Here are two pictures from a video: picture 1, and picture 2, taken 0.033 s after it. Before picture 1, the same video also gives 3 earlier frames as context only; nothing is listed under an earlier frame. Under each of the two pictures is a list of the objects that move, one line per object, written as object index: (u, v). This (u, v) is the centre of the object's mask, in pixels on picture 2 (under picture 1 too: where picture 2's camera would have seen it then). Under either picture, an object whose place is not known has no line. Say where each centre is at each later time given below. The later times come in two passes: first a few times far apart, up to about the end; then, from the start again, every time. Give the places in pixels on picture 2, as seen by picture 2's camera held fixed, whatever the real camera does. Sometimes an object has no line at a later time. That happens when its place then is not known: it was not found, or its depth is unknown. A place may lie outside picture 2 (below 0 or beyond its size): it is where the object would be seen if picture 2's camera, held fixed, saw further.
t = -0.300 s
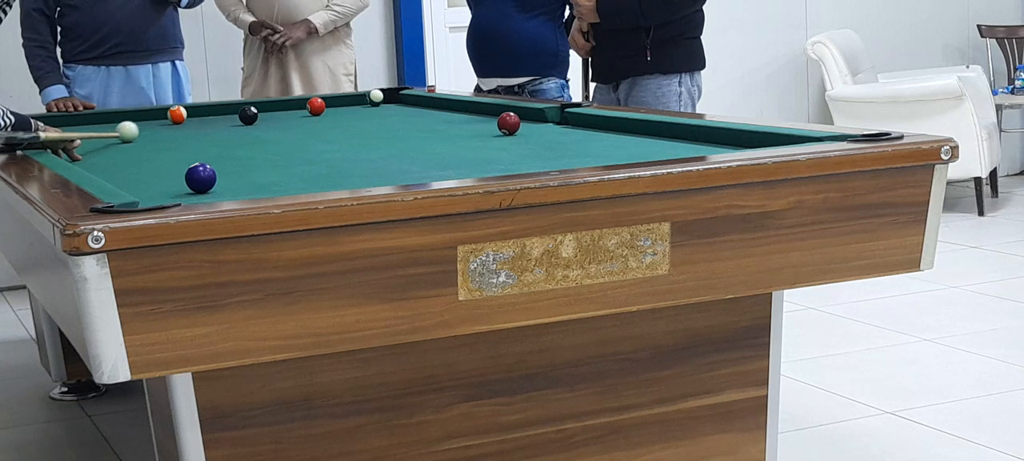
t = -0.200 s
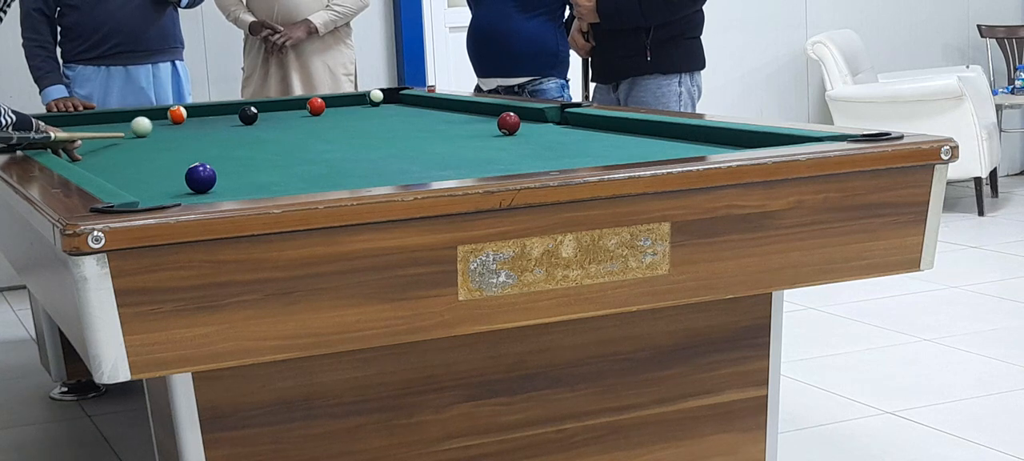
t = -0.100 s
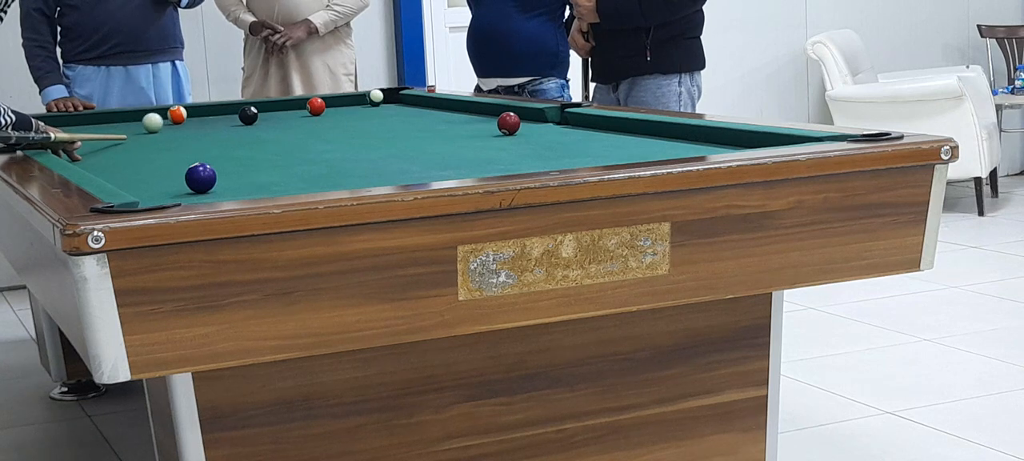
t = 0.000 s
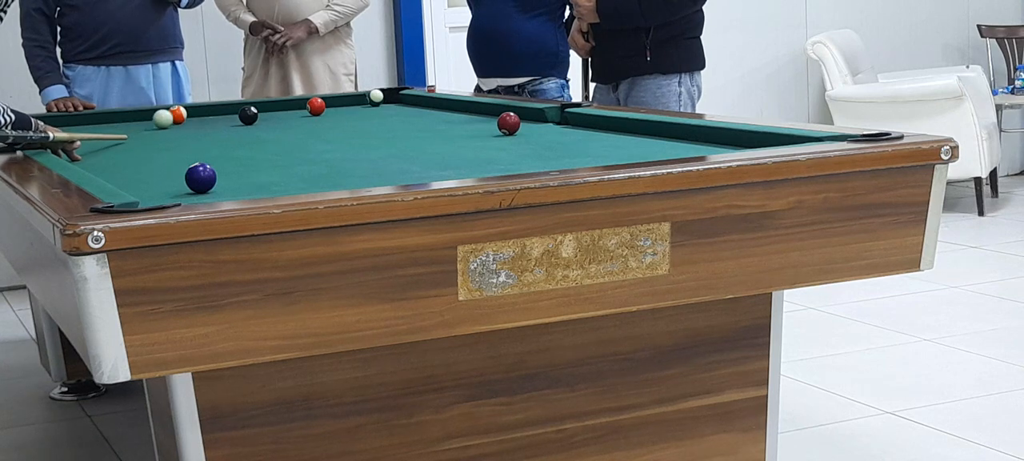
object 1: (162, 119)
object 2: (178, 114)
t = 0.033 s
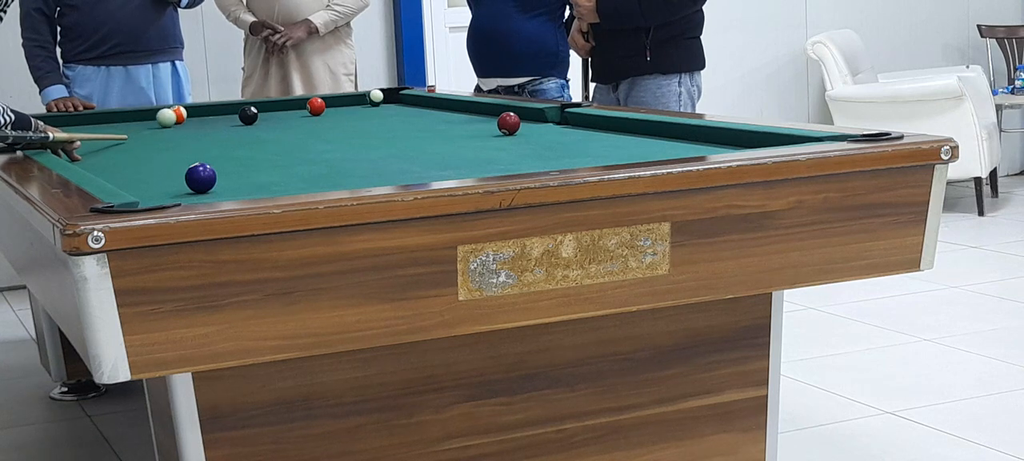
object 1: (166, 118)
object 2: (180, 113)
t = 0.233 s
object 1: (168, 115)
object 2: (190, 111)
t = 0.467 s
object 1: (167, 113)
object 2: (212, 109)
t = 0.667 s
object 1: (166, 112)
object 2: (232, 109)
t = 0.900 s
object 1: (165, 111)
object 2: (259, 108)
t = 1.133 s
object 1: (168, 111)
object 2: (280, 109)
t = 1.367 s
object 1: (172, 112)
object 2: (303, 110)
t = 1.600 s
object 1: (175, 112)
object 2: (325, 110)
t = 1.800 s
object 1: (178, 112)
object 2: (343, 110)
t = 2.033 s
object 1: (181, 112)
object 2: (364, 110)
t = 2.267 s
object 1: (183, 112)
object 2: (383, 110)
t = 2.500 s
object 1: (185, 112)
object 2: (401, 110)
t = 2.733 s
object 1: (185, 112)
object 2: (419, 110)
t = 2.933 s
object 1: (186, 112)
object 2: (432, 110)
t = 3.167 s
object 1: (186, 112)
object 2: (447, 110)
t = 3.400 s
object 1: (186, 112)
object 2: (460, 110)
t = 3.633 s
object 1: (186, 112)
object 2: (472, 110)
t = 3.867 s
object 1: (186, 112)
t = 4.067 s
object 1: (186, 112)
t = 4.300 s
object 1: (186, 112)
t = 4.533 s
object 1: (186, 112)
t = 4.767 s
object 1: (186, 112)
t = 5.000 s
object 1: (186, 112)
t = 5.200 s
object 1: (186, 112)
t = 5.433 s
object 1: (186, 112)
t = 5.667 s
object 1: (186, 112)
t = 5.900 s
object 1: (186, 112)
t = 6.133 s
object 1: (183, 112)
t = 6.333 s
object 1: (186, 112)
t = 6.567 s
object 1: (186, 112)
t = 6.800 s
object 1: (186, 112)
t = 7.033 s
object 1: (186, 112)
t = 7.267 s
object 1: (186, 112)
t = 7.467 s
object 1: (186, 112)
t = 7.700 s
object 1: (186, 112)
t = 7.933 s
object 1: (186, 112)
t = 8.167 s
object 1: (186, 112)
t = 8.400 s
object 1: (186, 112)
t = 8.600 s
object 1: (186, 112)
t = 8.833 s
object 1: (186, 112)
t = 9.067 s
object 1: (186, 112)
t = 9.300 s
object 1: (186, 112)
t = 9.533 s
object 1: (186, 112)
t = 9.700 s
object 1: (186, 112)
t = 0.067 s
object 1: (169, 116)
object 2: (181, 113)
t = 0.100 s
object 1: (170, 116)
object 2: (182, 112)
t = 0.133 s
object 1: (169, 116)
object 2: (184, 112)
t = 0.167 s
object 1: (169, 116)
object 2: (186, 112)
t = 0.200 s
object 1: (168, 115)
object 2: (188, 111)
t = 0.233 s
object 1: (168, 115)
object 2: (190, 111)
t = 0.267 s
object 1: (168, 115)
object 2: (193, 110)
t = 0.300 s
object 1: (168, 115)
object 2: (196, 110)
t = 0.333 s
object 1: (167, 114)
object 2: (198, 109)
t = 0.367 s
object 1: (167, 114)
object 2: (201, 109)
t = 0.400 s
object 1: (167, 114)
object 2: (205, 109)
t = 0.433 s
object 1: (167, 114)
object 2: (208, 109)
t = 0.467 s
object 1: (167, 113)
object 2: (212, 109)
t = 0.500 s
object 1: (166, 113)
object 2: (216, 109)
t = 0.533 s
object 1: (166, 113)
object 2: (219, 109)
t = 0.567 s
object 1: (166, 113)
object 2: (223, 109)
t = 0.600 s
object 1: (166, 113)
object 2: (226, 109)
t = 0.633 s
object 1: (166, 113)
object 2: (229, 109)
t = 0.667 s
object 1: (166, 112)
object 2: (232, 109)
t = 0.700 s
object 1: (165, 112)
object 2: (235, 108)
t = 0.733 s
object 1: (165, 112)
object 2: (238, 107)
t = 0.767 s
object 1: (165, 112)
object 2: (241, 106)
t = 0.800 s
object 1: (165, 112)
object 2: (245, 104)
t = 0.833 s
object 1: (165, 111)
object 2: (252, 105)
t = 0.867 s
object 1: (165, 111)
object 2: (256, 106)
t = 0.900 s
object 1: (165, 111)
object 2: (259, 108)
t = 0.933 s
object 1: (165, 111)
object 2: (262, 108)
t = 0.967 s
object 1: (165, 111)
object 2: (264, 109)
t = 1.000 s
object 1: (166, 111)
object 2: (267, 109)
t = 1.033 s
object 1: (166, 111)
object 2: (270, 109)
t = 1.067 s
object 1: (167, 111)
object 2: (274, 109)
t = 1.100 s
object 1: (168, 111)
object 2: (277, 109)
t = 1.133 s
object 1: (168, 111)
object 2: (280, 109)
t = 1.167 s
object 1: (169, 111)
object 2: (283, 109)
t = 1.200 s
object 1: (169, 111)
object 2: (287, 110)
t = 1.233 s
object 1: (170, 111)
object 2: (290, 110)
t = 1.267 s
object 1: (171, 111)
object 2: (293, 110)
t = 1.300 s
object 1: (171, 111)
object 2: (296, 109)
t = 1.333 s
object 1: (171, 112)
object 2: (300, 109)
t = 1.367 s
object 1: (172, 112)
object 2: (303, 110)
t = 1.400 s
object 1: (173, 112)
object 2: (306, 110)
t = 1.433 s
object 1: (173, 112)
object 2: (309, 110)
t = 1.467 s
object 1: (174, 112)
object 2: (312, 110)
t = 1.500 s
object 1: (174, 112)
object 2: (316, 110)
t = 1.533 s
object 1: (174, 112)
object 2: (319, 110)
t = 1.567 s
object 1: (175, 112)
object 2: (322, 110)
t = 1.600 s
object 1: (175, 112)
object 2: (325, 110)
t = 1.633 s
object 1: (176, 112)
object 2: (329, 110)
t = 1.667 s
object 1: (176, 112)
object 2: (332, 110)
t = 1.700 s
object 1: (177, 112)
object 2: (334, 110)
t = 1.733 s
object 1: (177, 112)
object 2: (338, 110)
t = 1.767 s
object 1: (178, 112)
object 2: (340, 110)
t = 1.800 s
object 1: (178, 112)
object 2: (343, 110)
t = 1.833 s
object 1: (178, 112)
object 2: (346, 110)
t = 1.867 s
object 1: (179, 112)
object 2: (349, 110)
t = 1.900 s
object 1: (179, 112)
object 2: (352, 110)
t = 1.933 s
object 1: (180, 112)
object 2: (355, 110)
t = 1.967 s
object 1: (180, 112)
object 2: (358, 110)
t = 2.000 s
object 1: (181, 112)
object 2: (361, 110)
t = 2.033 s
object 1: (181, 112)
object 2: (364, 110)
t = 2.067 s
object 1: (181, 112)
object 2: (366, 110)
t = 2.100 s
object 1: (182, 112)
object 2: (369, 110)
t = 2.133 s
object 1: (182, 112)
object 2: (372, 110)
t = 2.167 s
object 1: (182, 112)
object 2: (375, 110)
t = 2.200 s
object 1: (182, 112)
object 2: (378, 110)
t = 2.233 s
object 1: (183, 112)
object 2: (381, 111)
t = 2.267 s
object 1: (183, 112)
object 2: (383, 110)
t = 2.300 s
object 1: (183, 112)
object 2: (386, 110)
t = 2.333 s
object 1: (184, 112)
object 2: (388, 110)
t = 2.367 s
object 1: (184, 112)
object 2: (391, 110)
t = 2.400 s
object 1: (184, 112)
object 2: (394, 110)
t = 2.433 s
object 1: (185, 112)
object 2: (396, 110)
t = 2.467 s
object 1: (185, 112)
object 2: (399, 110)
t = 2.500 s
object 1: (185, 112)
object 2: (401, 110)
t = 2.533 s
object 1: (185, 112)
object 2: (404, 110)
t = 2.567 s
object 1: (185, 112)
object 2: (406, 110)
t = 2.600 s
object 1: (185, 112)
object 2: (409, 110)
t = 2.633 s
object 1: (185, 112)
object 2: (411, 110)
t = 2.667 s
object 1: (185, 112)
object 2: (414, 110)
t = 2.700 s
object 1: (185, 112)
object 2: (416, 110)
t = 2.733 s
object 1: (185, 112)
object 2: (419, 110)
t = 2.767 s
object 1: (185, 112)
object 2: (421, 110)
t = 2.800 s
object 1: (185, 112)
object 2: (423, 110)
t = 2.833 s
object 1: (186, 112)
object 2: (425, 110)
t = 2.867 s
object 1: (186, 112)
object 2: (428, 110)
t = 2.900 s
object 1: (186, 112)
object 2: (430, 110)
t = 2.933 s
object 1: (186, 112)
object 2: (432, 110)
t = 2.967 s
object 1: (186, 112)
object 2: (434, 110)
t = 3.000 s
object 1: (186, 112)
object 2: (437, 110)
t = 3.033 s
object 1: (186, 112)
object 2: (439, 110)
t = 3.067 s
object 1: (186, 112)
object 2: (441, 110)
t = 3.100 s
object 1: (186, 112)
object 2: (443, 110)
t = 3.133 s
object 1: (186, 112)
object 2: (445, 110)
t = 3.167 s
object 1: (186, 112)
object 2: (447, 110)
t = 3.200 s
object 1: (186, 112)
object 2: (449, 110)
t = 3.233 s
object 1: (186, 112)
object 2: (451, 110)
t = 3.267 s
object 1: (186, 112)
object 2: (453, 110)
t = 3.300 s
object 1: (186, 112)
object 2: (455, 110)
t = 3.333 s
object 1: (186, 112)
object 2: (457, 110)
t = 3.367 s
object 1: (186, 112)
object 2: (458, 110)
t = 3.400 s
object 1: (186, 112)
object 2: (460, 110)
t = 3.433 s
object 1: (186, 112)
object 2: (462, 110)
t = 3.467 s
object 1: (186, 112)
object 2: (464, 110)
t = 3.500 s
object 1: (186, 112)
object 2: (466, 110)
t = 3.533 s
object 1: (186, 112)
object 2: (467, 110)
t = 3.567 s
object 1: (186, 112)
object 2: (469, 110)
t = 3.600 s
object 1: (186, 112)
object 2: (471, 110)
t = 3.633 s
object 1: (186, 112)
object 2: (472, 110)
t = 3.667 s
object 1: (186, 112)
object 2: (474, 110)
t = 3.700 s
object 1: (186, 112)
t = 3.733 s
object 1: (186, 112)
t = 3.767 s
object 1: (186, 112)
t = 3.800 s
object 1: (186, 112)
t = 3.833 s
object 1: (186, 112)
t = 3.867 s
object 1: (186, 112)
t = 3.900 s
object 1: (186, 112)
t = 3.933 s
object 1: (186, 112)
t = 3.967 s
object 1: (186, 112)
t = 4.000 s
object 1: (186, 112)
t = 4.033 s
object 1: (186, 112)
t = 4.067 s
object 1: (186, 112)
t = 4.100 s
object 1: (186, 112)
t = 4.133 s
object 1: (186, 112)
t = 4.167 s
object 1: (186, 112)
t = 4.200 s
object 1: (186, 112)
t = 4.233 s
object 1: (186, 112)
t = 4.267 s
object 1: (186, 112)
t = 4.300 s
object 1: (186, 112)
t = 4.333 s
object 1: (186, 112)
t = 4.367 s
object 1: (186, 112)
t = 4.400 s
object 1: (186, 112)
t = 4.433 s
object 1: (186, 112)
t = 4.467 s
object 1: (186, 112)
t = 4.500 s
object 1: (186, 112)
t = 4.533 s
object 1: (186, 112)
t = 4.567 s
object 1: (186, 112)
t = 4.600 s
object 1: (186, 112)
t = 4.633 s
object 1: (186, 112)
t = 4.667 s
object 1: (186, 112)
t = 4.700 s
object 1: (186, 112)
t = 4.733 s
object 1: (186, 112)
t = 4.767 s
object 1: (186, 112)
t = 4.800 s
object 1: (186, 112)
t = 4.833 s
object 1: (186, 112)
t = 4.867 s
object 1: (186, 112)
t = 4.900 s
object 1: (186, 112)
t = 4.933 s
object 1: (186, 112)
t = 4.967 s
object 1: (186, 112)
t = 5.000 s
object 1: (186, 112)
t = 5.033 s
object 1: (186, 112)
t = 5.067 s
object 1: (186, 112)
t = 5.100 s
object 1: (186, 112)
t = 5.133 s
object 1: (186, 112)
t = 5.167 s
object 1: (186, 112)
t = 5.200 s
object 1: (186, 112)
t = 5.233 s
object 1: (186, 112)
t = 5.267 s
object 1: (186, 112)
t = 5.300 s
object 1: (186, 112)
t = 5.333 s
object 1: (186, 112)
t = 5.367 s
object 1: (186, 112)
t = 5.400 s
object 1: (186, 112)
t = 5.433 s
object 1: (186, 112)
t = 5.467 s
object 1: (186, 112)
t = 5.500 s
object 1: (186, 112)
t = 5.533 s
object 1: (186, 112)
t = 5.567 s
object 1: (186, 112)
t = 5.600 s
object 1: (186, 112)
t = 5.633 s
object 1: (186, 112)
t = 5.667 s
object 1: (186, 112)
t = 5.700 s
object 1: (186, 112)
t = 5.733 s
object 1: (186, 112)
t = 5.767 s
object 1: (186, 112)
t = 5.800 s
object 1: (186, 112)
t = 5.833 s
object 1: (186, 112)
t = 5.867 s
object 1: (186, 112)
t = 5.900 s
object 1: (186, 112)
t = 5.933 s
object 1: (186, 112)
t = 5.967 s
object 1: (186, 112)
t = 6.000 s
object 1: (186, 112)
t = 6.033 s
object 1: (183, 112)
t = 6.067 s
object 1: (183, 112)
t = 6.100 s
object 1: (183, 112)
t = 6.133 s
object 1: (183, 112)
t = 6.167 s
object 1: (183, 112)
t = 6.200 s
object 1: (184, 112)
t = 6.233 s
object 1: (184, 112)
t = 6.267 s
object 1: (185, 112)
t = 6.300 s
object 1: (185, 112)
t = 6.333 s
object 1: (186, 112)
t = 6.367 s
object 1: (186, 112)
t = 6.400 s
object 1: (187, 113)
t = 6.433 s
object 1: (186, 112)
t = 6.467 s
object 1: (186, 112)
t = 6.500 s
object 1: (186, 112)
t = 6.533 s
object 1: (186, 112)
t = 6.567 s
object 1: (186, 112)
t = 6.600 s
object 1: (186, 112)
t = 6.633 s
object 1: (186, 112)
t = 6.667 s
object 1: (186, 112)
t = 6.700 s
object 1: (186, 112)
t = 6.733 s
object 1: (186, 112)
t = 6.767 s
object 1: (186, 112)
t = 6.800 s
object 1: (186, 112)
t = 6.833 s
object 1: (186, 112)
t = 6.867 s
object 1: (186, 112)
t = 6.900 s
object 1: (186, 112)
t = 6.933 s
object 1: (186, 112)
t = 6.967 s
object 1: (186, 112)
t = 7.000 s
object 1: (186, 112)
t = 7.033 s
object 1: (186, 112)
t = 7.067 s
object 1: (186, 112)
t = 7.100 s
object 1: (186, 112)
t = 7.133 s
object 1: (186, 112)
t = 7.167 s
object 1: (186, 112)
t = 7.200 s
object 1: (186, 112)
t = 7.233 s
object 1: (186, 112)
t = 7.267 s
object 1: (186, 112)
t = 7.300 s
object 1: (186, 112)
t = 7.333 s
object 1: (186, 112)
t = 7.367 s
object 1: (186, 112)
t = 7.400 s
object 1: (186, 112)
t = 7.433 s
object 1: (186, 112)
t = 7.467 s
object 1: (186, 112)
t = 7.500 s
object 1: (186, 112)
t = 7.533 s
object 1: (186, 112)
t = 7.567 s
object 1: (186, 112)
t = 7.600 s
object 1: (186, 112)
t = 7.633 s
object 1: (186, 112)
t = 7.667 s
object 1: (186, 112)
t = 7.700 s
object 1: (186, 112)
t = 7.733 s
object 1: (186, 112)
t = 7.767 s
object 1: (186, 112)
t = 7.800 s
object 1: (186, 112)
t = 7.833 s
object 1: (186, 112)
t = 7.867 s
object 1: (186, 112)
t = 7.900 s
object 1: (186, 112)
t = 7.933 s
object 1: (186, 112)
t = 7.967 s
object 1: (186, 112)
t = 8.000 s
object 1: (186, 112)
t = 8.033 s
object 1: (186, 112)
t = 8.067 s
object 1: (186, 112)
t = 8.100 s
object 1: (186, 112)
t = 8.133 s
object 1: (186, 112)
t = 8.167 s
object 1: (186, 112)
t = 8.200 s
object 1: (186, 112)
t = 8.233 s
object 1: (186, 112)
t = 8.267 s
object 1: (186, 112)
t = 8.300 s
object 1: (186, 112)
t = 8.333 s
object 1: (186, 112)
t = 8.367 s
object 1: (186, 112)
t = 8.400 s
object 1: (186, 112)
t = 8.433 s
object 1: (186, 112)
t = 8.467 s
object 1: (186, 112)
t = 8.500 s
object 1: (186, 112)
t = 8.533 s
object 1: (186, 112)
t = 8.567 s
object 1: (186, 112)
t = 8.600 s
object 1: (186, 112)
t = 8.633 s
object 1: (186, 112)
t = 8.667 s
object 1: (186, 112)
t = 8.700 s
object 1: (186, 112)
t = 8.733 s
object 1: (186, 112)
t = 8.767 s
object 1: (186, 112)
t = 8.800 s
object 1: (186, 112)
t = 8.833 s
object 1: (186, 112)
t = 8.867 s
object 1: (186, 112)
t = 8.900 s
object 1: (186, 112)
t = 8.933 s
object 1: (186, 112)
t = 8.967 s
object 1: (186, 112)
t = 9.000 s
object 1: (186, 112)
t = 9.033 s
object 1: (186, 112)
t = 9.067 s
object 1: (186, 112)
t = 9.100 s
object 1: (186, 112)
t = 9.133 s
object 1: (186, 112)
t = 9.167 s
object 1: (186, 112)
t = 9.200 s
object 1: (186, 112)
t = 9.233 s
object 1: (186, 112)
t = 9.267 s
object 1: (186, 112)
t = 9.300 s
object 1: (186, 112)
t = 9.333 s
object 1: (186, 112)
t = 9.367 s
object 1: (186, 112)
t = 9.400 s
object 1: (186, 112)
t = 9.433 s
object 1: (186, 112)
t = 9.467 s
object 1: (186, 112)
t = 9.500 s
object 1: (186, 112)
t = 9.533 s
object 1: (186, 112)
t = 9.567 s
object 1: (186, 112)
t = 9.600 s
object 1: (186, 112)
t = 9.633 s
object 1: (186, 112)
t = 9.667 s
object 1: (186, 112)
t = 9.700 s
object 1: (186, 112)
